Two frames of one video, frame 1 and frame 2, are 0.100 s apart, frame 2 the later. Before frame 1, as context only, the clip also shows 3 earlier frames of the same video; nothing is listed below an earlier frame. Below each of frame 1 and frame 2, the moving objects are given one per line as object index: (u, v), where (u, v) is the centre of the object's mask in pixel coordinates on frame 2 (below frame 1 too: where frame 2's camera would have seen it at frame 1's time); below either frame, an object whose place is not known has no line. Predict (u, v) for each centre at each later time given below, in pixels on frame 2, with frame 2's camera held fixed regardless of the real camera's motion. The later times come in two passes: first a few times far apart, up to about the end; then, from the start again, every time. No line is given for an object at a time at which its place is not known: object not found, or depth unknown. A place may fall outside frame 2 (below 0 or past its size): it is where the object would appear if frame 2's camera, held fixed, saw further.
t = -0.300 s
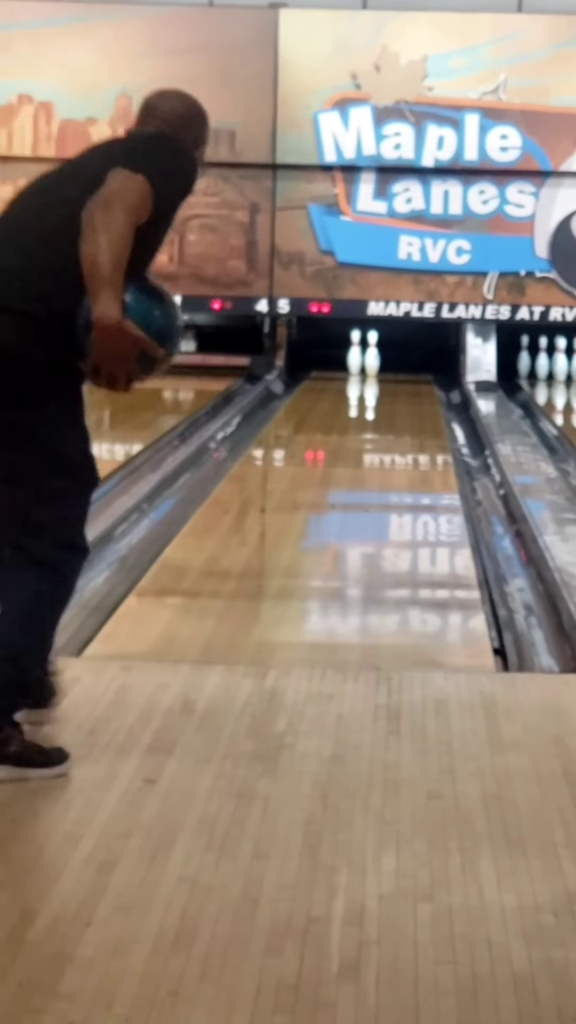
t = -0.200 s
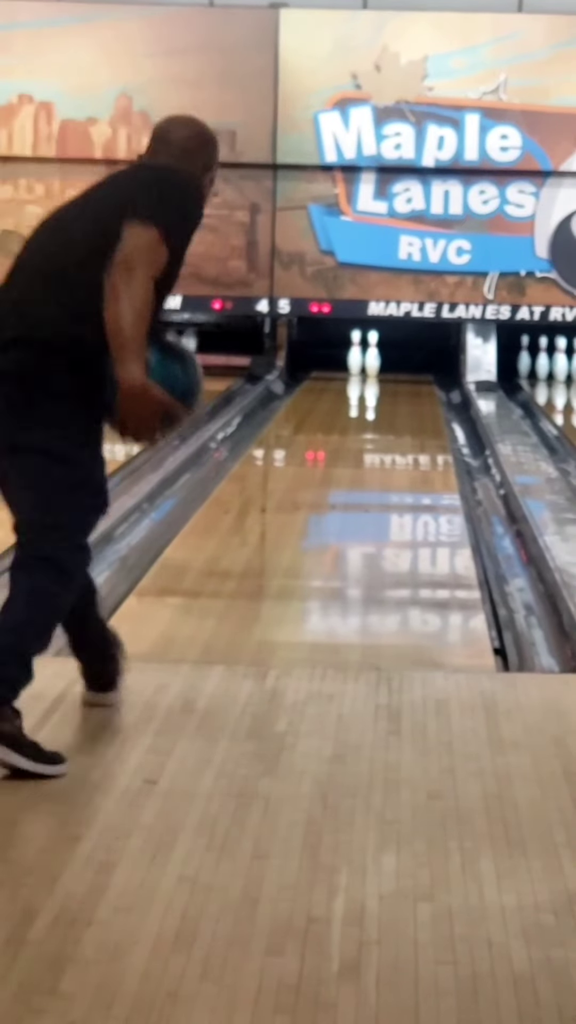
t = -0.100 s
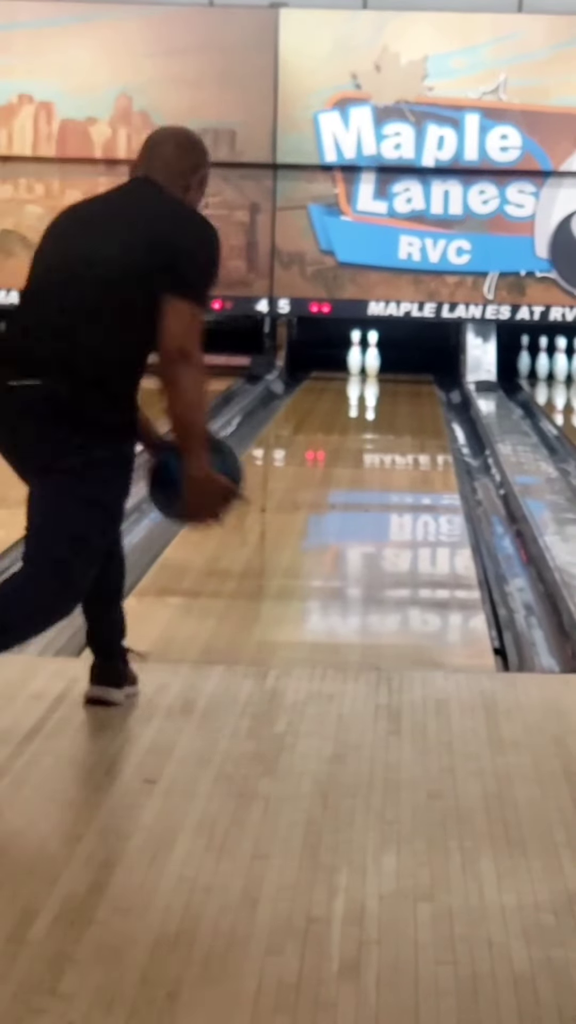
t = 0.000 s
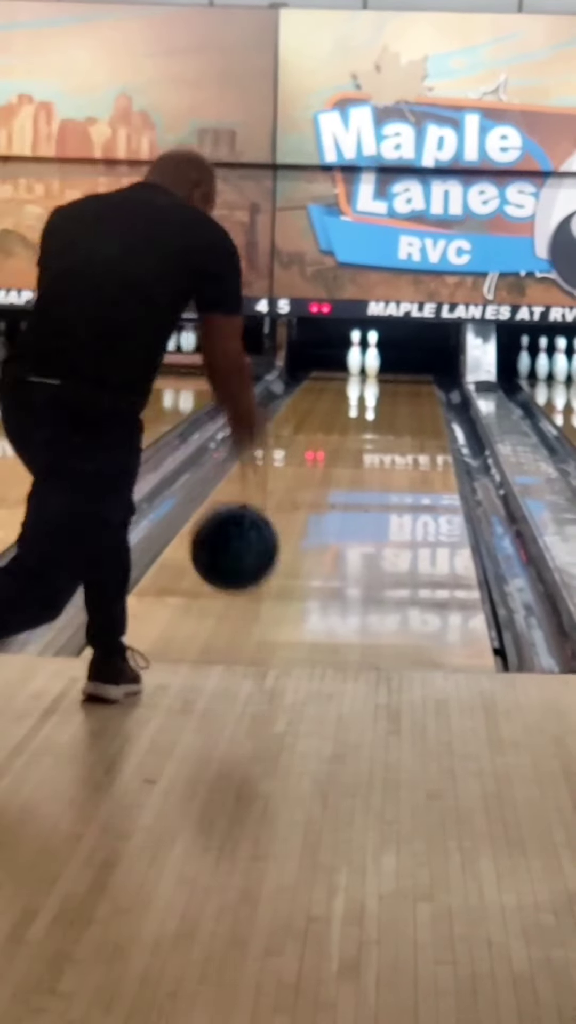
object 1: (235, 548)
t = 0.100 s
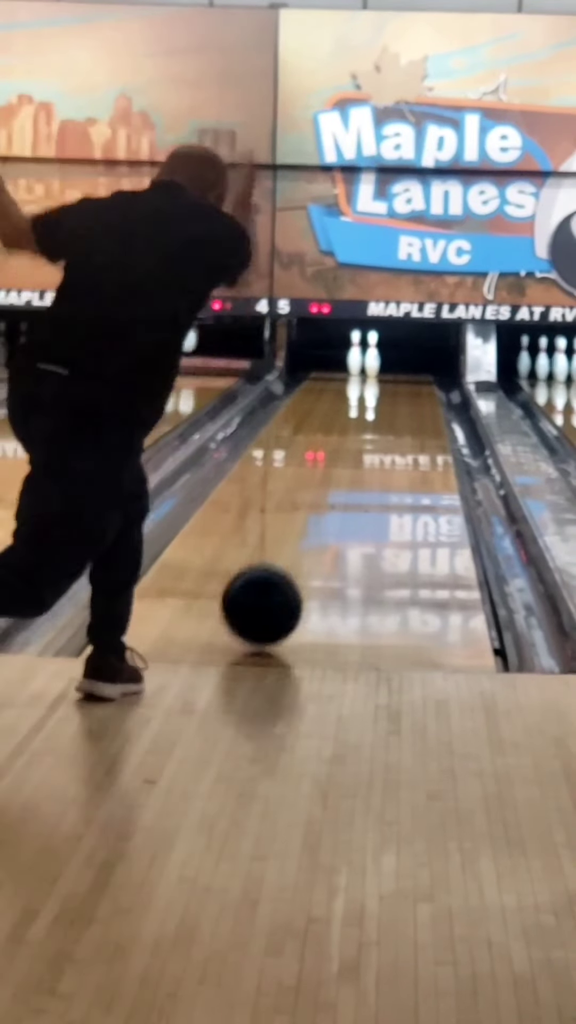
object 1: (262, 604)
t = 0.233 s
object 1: (291, 561)
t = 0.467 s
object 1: (329, 527)
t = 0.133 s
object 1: (270, 587)
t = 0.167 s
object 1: (277, 574)
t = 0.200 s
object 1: (284, 565)
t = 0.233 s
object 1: (291, 561)
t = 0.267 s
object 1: (297, 560)
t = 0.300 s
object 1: (303, 559)
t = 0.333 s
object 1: (309, 552)
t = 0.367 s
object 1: (314, 546)
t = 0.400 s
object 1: (319, 539)
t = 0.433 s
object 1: (324, 533)
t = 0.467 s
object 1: (329, 527)
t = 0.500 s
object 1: (333, 521)
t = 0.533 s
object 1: (337, 516)
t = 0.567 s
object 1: (341, 511)
